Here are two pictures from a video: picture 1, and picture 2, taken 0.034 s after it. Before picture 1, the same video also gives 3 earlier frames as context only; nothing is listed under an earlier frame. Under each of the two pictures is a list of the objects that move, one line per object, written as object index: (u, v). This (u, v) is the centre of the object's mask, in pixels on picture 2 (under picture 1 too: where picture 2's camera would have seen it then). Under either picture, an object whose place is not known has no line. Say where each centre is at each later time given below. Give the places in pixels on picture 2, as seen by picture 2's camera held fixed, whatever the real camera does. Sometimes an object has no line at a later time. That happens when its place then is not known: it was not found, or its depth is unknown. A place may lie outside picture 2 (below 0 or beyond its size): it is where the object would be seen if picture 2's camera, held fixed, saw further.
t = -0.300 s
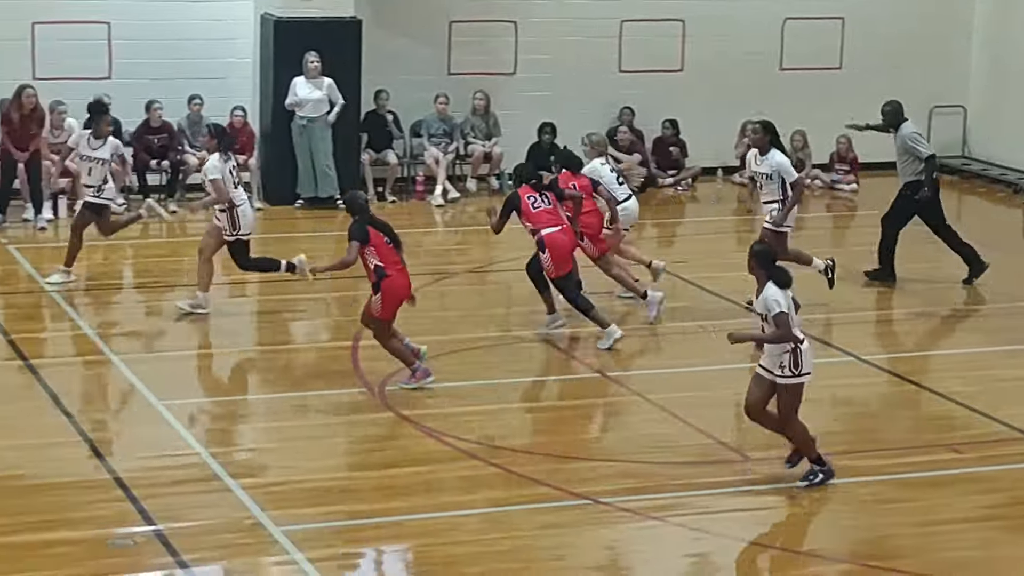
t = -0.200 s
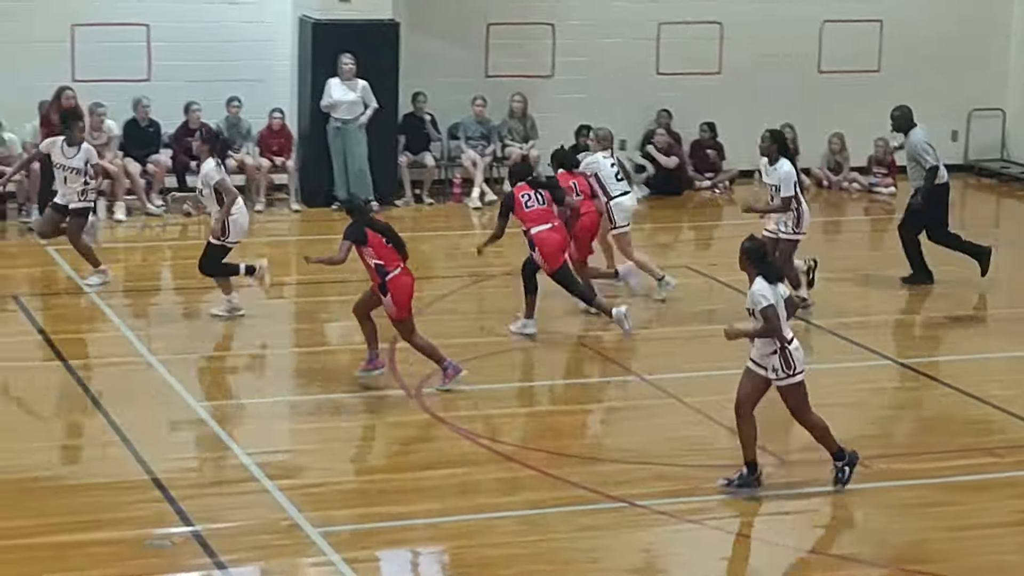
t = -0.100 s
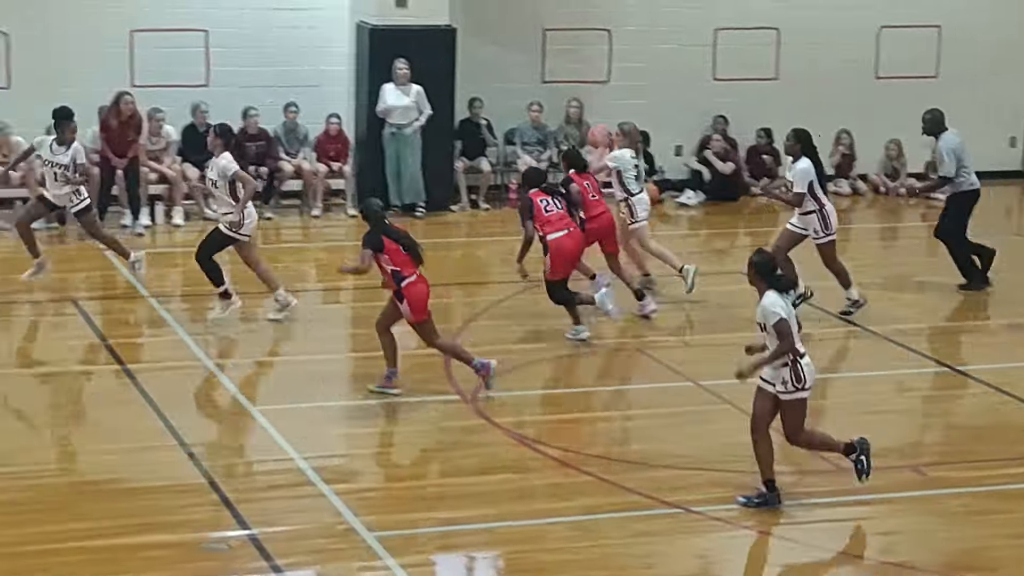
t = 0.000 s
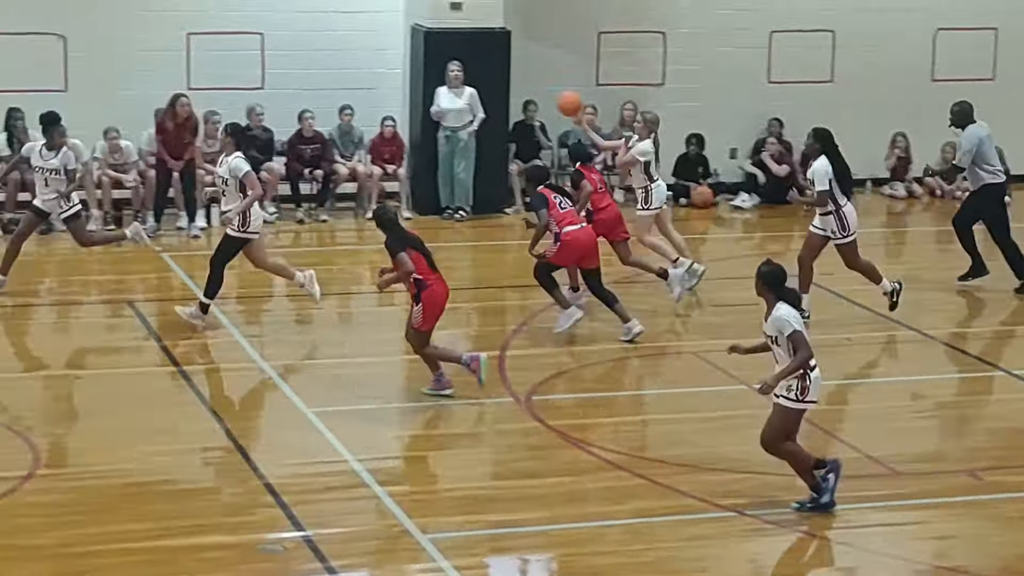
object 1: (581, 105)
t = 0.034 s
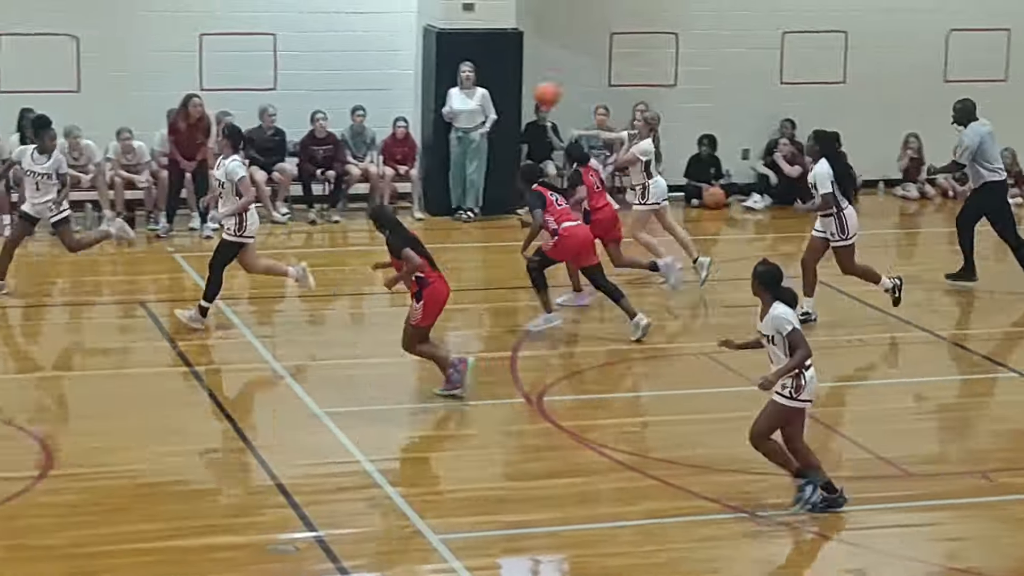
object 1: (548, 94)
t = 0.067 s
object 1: (511, 86)
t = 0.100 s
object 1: (476, 78)
